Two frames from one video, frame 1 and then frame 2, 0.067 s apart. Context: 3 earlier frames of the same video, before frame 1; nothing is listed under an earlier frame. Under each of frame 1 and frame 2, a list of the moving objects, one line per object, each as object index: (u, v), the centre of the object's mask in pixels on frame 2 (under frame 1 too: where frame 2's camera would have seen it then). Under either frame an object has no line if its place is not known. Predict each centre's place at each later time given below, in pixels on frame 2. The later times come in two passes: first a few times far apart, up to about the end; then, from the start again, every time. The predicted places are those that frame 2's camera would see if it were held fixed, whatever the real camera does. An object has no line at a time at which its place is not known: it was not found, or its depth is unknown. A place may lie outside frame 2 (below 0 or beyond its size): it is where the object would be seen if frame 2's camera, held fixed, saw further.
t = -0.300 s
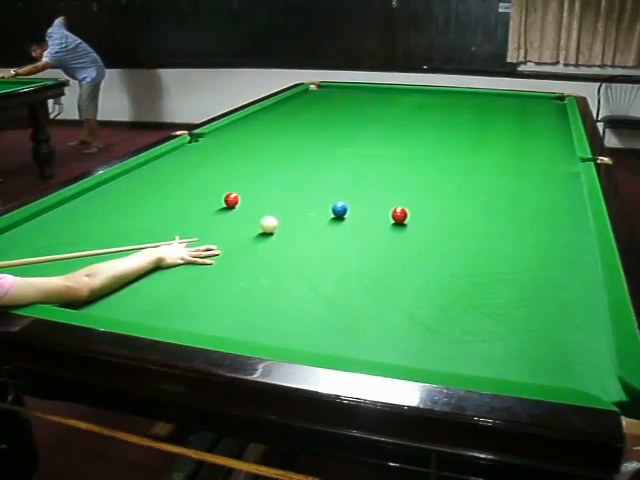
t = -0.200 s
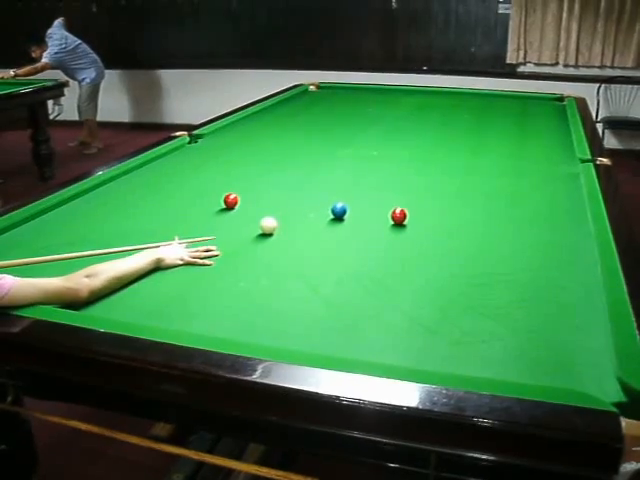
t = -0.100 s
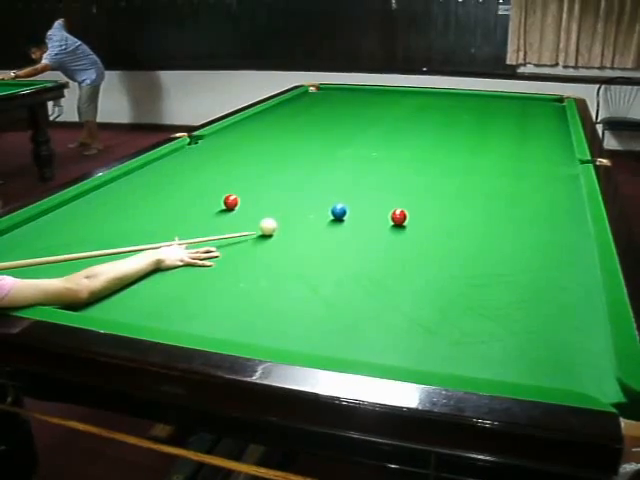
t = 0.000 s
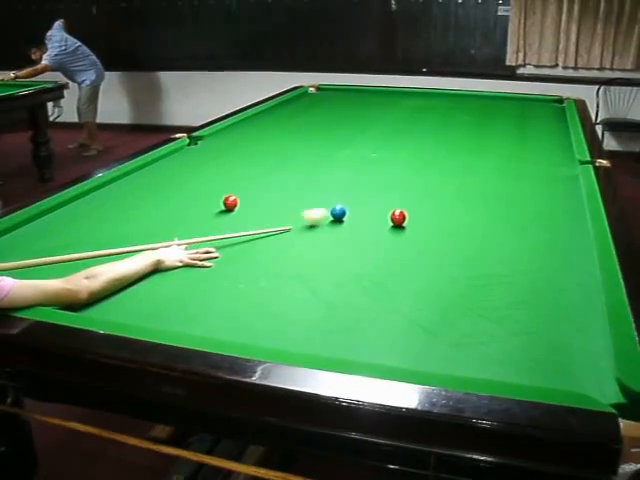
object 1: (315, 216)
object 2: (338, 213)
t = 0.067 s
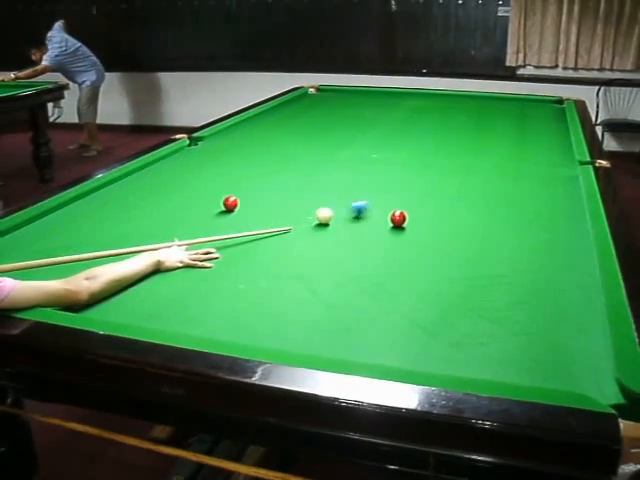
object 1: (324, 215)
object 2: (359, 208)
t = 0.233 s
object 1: (314, 216)
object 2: (418, 197)
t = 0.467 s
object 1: (300, 219)
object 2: (483, 184)
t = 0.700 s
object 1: (287, 221)
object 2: (539, 173)
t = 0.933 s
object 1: (276, 223)
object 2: (584, 163)
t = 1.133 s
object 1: (267, 224)
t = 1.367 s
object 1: (258, 225)
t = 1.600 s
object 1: (252, 227)
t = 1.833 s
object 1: (248, 227)
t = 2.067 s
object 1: (245, 228)
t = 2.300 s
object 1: (245, 228)
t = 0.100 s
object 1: (323, 215)
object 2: (373, 204)
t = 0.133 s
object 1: (321, 215)
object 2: (385, 202)
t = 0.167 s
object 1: (319, 215)
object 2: (397, 200)
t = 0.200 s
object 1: (316, 216)
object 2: (407, 198)
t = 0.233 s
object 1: (314, 216)
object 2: (418, 197)
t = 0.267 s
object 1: (312, 217)
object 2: (428, 195)
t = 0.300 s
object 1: (310, 217)
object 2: (437, 192)
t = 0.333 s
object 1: (308, 217)
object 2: (447, 191)
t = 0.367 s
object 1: (306, 218)
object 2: (457, 189)
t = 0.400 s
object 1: (304, 218)
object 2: (466, 187)
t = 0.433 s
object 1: (302, 218)
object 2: (475, 185)
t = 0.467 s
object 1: (300, 219)
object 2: (483, 184)
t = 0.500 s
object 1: (298, 219)
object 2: (492, 182)
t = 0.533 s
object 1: (296, 220)
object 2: (500, 180)
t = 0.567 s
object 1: (294, 220)
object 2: (508, 179)
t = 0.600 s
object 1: (292, 220)
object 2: (516, 177)
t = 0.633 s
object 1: (291, 220)
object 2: (524, 176)
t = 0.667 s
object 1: (289, 220)
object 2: (531, 174)
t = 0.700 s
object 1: (287, 221)
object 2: (539, 173)
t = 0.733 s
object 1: (286, 221)
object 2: (545, 171)
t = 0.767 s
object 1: (284, 221)
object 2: (553, 170)
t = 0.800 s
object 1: (282, 222)
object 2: (560, 169)
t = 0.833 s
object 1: (280, 222)
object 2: (566, 167)
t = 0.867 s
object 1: (279, 222)
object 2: (572, 166)
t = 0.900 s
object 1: (277, 223)
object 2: (578, 164)
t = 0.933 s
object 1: (276, 223)
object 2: (584, 163)
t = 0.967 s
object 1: (274, 223)
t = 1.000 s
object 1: (273, 223)
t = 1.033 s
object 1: (271, 224)
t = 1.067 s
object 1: (270, 224)
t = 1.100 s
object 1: (269, 224)
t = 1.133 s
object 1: (267, 224)
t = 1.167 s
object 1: (266, 224)
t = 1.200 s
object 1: (264, 225)
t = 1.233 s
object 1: (263, 225)
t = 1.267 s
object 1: (262, 225)
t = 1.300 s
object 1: (261, 225)
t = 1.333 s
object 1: (260, 225)
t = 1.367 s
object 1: (258, 225)
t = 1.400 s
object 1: (257, 226)
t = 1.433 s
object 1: (256, 226)
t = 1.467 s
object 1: (256, 225)
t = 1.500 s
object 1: (254, 226)
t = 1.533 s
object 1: (253, 226)
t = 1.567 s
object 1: (252, 226)
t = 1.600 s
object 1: (252, 227)
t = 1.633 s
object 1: (251, 227)
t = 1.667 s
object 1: (250, 227)
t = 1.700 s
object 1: (250, 227)
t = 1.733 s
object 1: (249, 227)
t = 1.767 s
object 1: (249, 227)
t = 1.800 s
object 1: (248, 227)
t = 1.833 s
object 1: (248, 227)
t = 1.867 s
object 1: (247, 227)
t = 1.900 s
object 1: (247, 228)
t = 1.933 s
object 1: (246, 227)
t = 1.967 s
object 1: (246, 227)
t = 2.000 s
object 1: (246, 228)
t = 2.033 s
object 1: (245, 228)
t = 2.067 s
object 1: (245, 228)
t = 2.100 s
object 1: (245, 227)
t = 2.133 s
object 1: (245, 228)
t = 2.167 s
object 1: (245, 228)
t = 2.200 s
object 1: (245, 228)
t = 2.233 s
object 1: (244, 228)
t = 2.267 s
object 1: (245, 228)
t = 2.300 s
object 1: (245, 228)
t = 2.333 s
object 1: (245, 228)
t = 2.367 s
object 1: (245, 228)
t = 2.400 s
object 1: (245, 228)
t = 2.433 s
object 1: (245, 227)
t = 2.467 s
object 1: (246, 227)
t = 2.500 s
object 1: (246, 227)
